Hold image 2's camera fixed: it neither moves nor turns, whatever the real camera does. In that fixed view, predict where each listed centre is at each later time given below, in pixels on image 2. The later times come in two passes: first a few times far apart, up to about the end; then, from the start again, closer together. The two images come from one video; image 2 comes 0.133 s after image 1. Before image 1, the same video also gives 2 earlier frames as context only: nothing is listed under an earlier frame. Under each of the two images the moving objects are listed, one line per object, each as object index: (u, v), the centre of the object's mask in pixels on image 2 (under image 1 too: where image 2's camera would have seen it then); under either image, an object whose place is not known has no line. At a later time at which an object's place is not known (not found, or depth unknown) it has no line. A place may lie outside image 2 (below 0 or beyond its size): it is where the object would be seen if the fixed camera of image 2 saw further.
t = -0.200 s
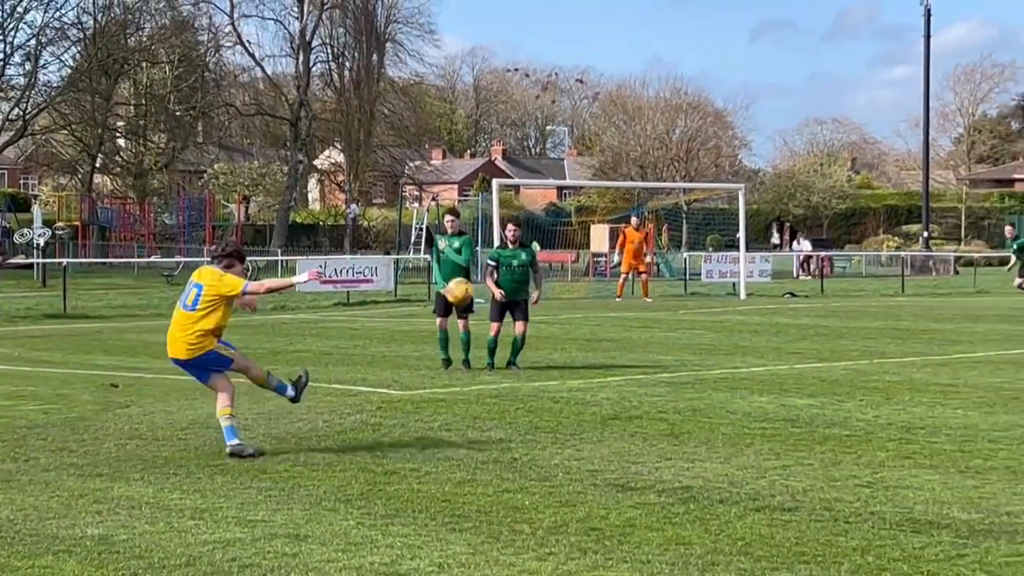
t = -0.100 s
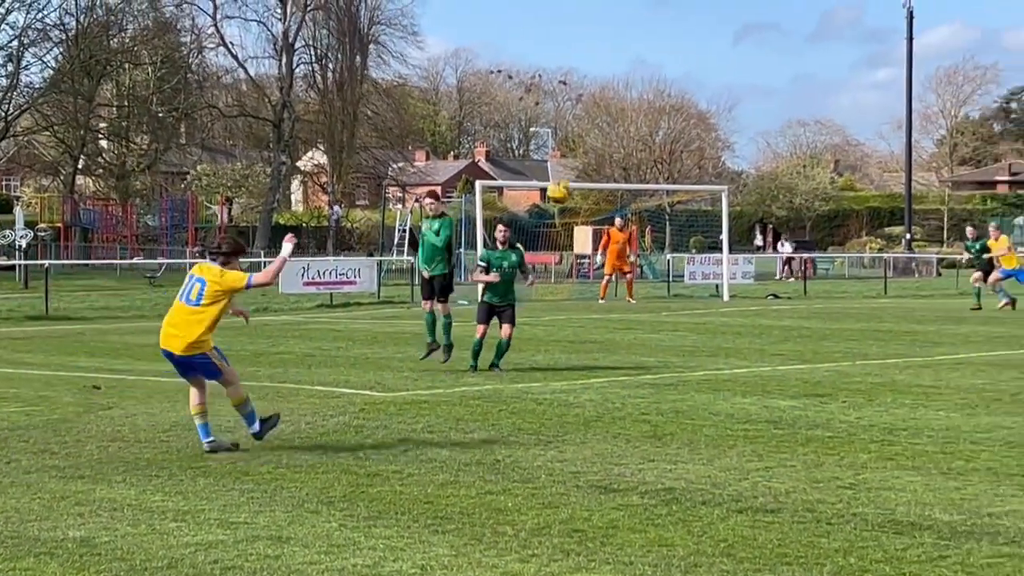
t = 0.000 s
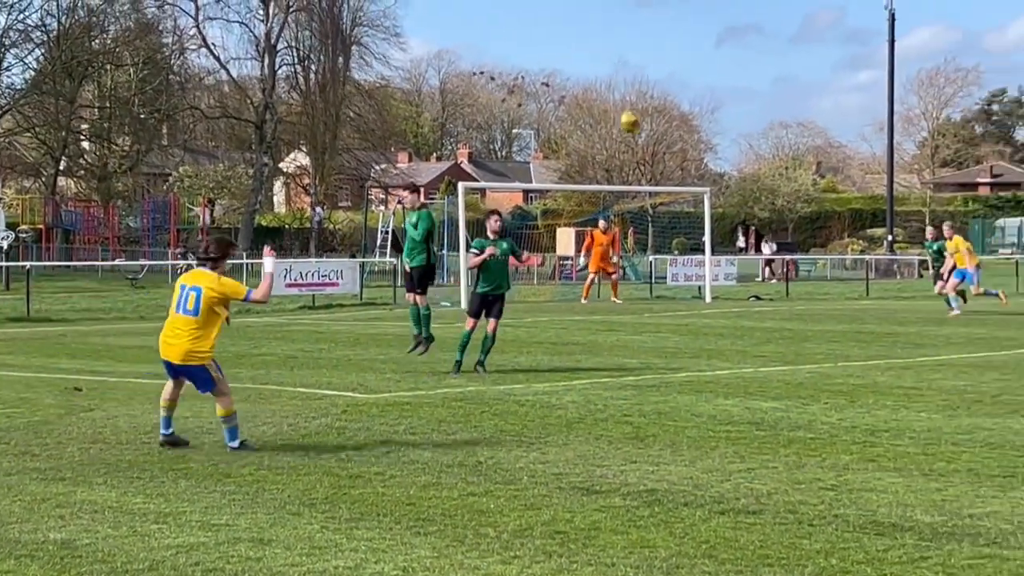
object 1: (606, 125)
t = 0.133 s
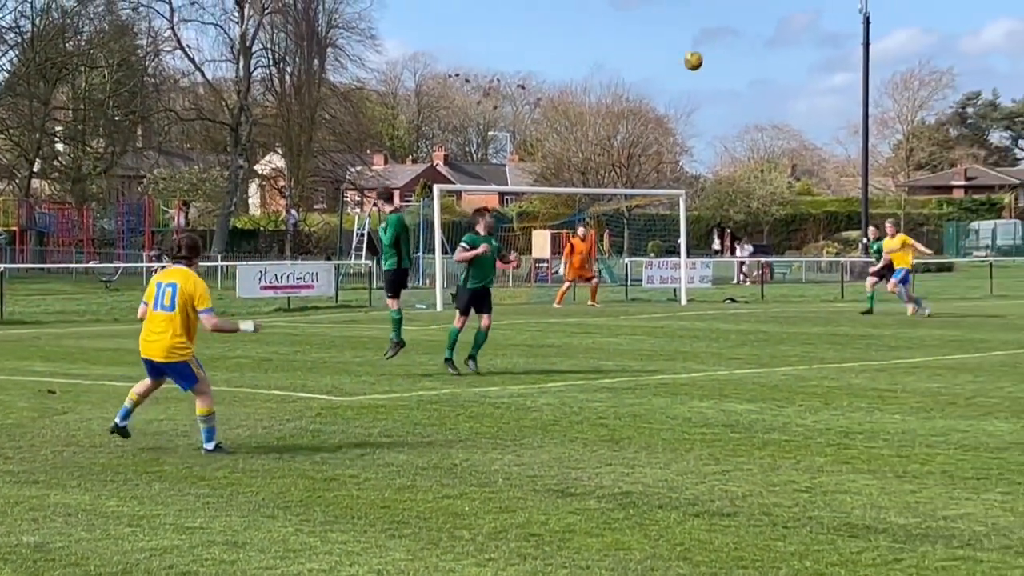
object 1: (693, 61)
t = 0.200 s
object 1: (728, 39)
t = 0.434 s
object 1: (823, 7)
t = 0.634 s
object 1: (881, 14)
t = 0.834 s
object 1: (921, 42)
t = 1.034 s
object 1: (950, 85)
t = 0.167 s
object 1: (711, 50)
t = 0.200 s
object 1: (728, 39)
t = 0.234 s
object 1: (744, 31)
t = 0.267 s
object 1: (759, 25)
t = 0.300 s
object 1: (774, 19)
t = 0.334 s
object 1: (787, 14)
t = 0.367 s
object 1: (800, 11)
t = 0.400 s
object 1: (812, 8)
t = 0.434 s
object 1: (823, 7)
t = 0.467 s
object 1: (834, 7)
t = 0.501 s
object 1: (845, 6)
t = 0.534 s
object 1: (855, 7)
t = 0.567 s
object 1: (864, 9)
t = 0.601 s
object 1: (872, 11)
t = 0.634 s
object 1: (881, 14)
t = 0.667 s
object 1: (889, 18)
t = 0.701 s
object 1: (896, 21)
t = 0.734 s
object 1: (903, 26)
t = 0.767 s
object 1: (909, 31)
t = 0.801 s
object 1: (916, 37)
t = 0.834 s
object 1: (921, 42)
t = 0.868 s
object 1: (927, 49)
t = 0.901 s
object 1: (932, 55)
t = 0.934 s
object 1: (937, 63)
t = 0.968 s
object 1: (941, 70)
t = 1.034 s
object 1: (950, 85)
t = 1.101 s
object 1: (957, 102)
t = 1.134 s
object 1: (960, 111)
